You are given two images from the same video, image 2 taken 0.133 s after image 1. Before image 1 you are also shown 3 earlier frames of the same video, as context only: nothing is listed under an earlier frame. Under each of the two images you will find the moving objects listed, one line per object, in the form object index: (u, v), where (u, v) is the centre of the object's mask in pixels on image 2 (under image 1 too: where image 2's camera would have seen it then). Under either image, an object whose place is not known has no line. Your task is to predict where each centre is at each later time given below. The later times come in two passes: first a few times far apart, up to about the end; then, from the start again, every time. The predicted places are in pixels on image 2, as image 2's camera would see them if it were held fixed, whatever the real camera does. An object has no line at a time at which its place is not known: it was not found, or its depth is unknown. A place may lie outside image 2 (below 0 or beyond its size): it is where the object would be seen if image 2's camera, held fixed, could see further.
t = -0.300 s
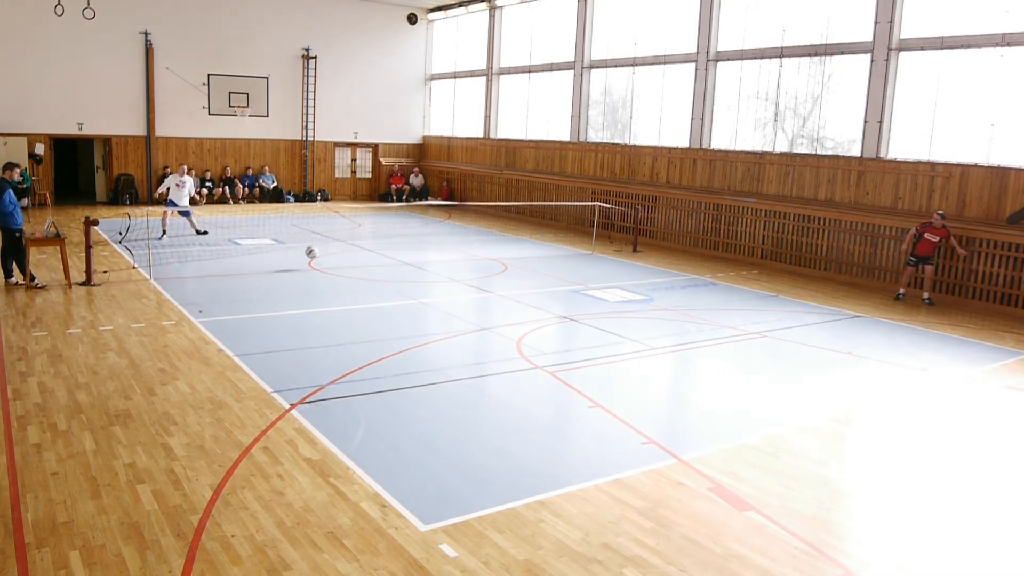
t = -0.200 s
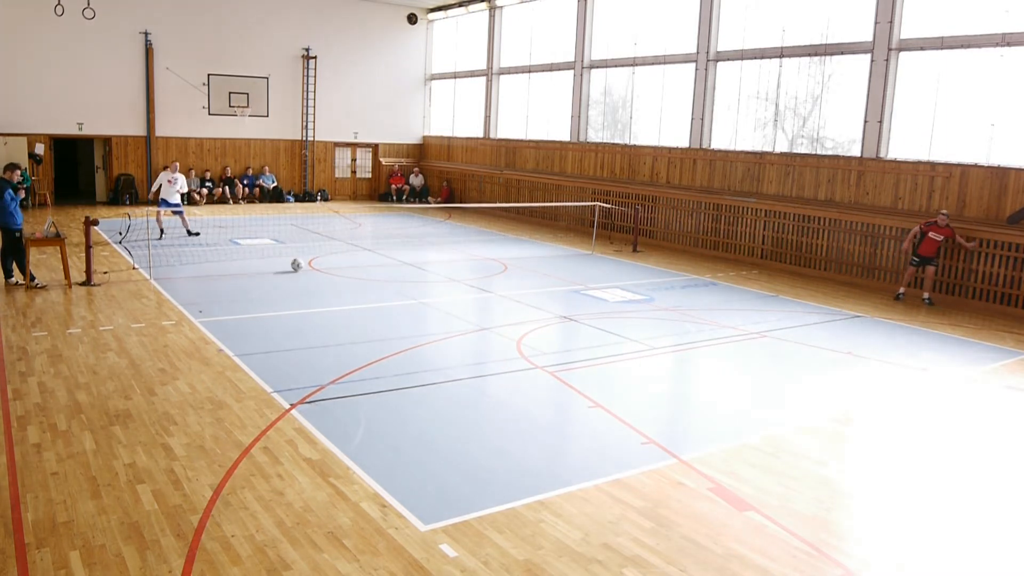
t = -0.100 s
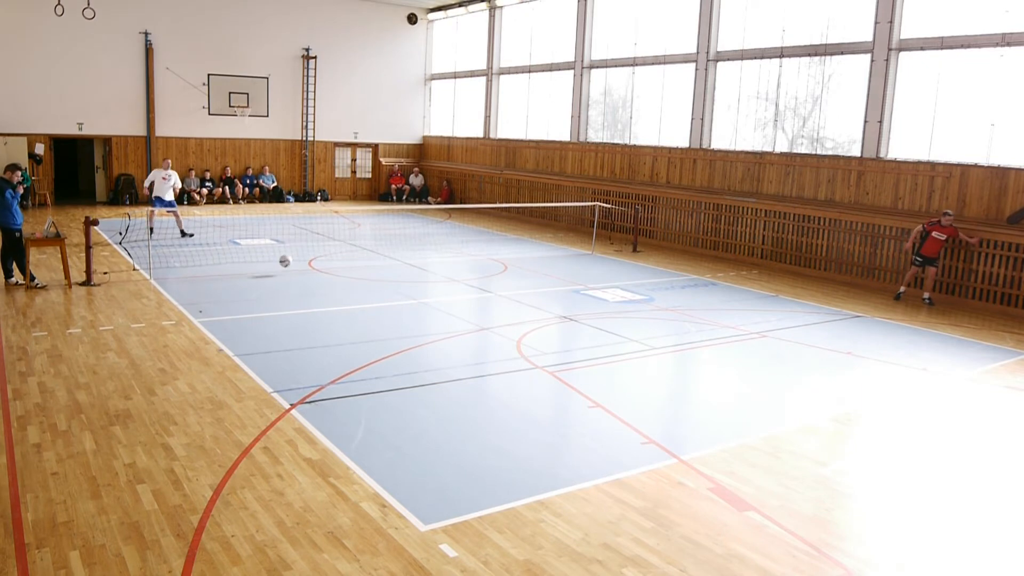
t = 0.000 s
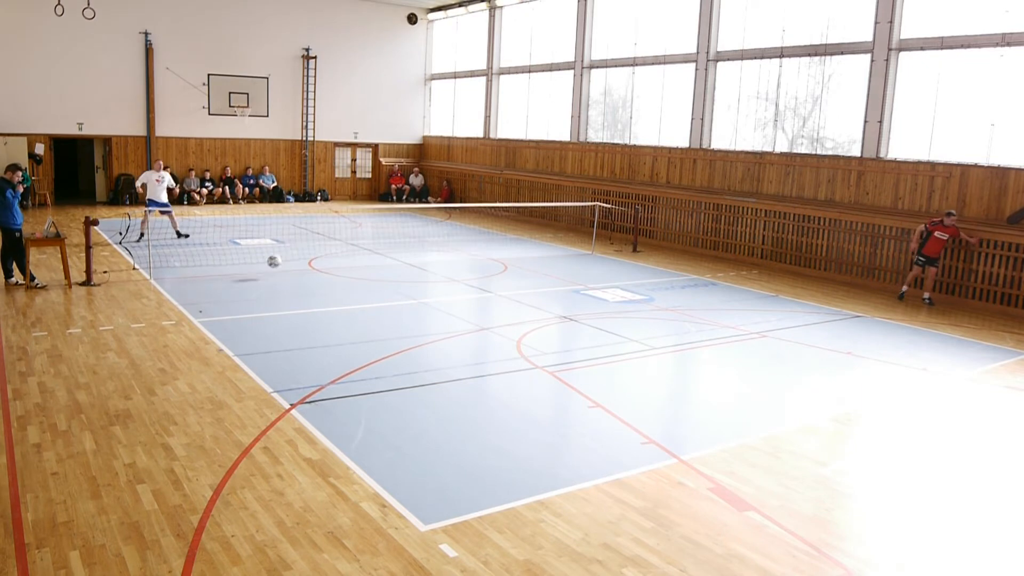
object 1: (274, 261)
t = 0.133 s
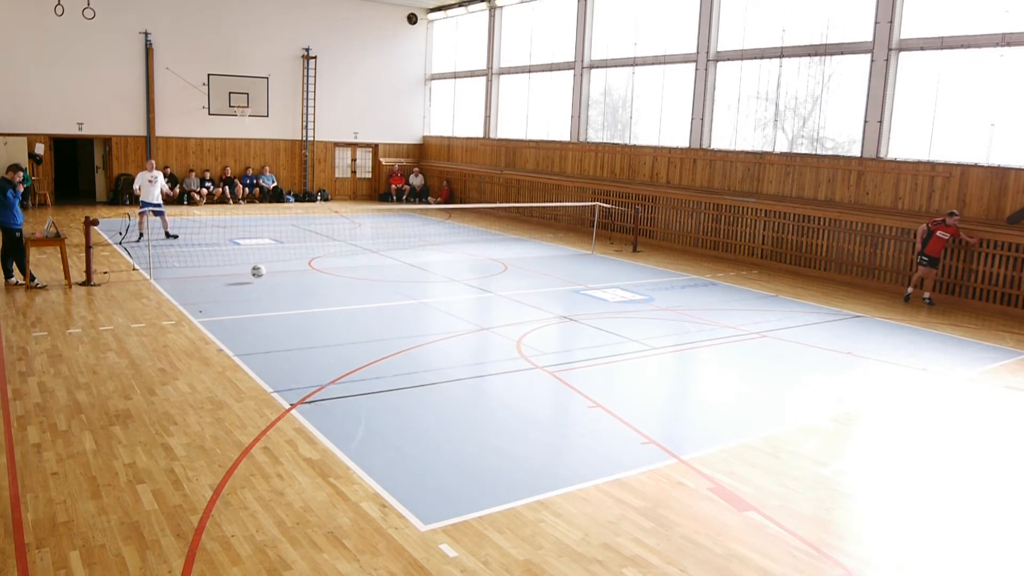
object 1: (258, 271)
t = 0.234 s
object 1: (244, 274)
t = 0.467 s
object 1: (213, 286)
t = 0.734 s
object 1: (171, 296)
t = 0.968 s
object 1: (130, 304)
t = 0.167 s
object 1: (253, 276)
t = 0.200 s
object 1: (249, 275)
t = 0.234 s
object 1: (244, 274)
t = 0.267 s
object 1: (241, 274)
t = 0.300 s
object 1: (235, 274)
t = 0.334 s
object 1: (232, 275)
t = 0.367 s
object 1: (227, 276)
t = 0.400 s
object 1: (222, 279)
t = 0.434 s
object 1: (217, 282)
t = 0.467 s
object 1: (213, 286)
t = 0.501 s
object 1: (208, 285)
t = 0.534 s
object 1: (203, 284)
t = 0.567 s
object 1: (198, 285)
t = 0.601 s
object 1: (192, 285)
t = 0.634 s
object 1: (187, 287)
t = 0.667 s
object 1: (182, 289)
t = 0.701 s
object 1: (177, 292)
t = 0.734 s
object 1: (171, 296)
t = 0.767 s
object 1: (166, 295)
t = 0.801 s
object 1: (159, 295)
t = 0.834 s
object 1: (153, 296)
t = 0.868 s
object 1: (148, 298)
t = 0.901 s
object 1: (142, 301)
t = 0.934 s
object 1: (137, 304)
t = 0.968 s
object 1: (130, 304)
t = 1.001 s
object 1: (124, 306)
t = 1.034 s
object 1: (117, 308)
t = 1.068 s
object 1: (111, 310)
